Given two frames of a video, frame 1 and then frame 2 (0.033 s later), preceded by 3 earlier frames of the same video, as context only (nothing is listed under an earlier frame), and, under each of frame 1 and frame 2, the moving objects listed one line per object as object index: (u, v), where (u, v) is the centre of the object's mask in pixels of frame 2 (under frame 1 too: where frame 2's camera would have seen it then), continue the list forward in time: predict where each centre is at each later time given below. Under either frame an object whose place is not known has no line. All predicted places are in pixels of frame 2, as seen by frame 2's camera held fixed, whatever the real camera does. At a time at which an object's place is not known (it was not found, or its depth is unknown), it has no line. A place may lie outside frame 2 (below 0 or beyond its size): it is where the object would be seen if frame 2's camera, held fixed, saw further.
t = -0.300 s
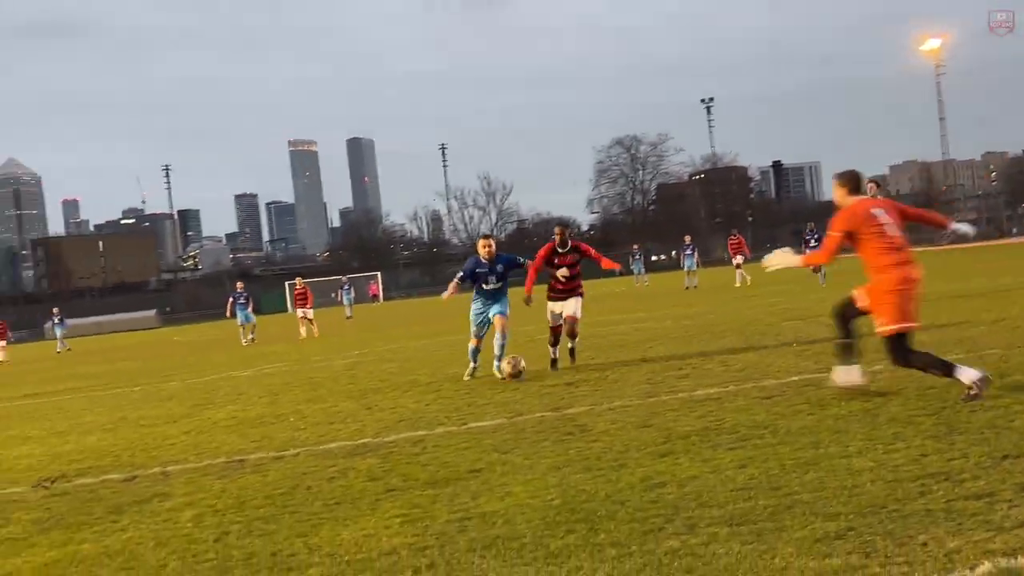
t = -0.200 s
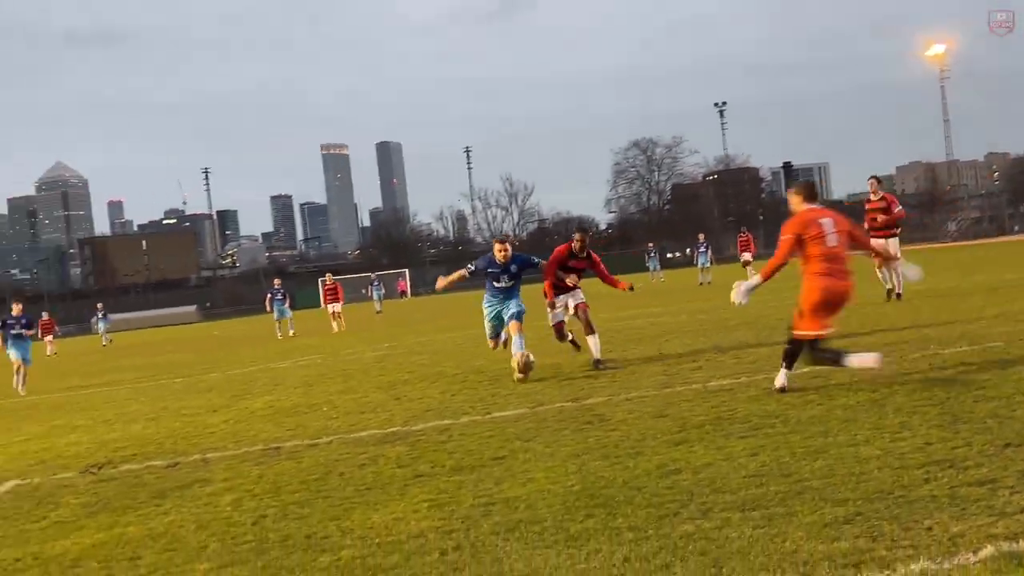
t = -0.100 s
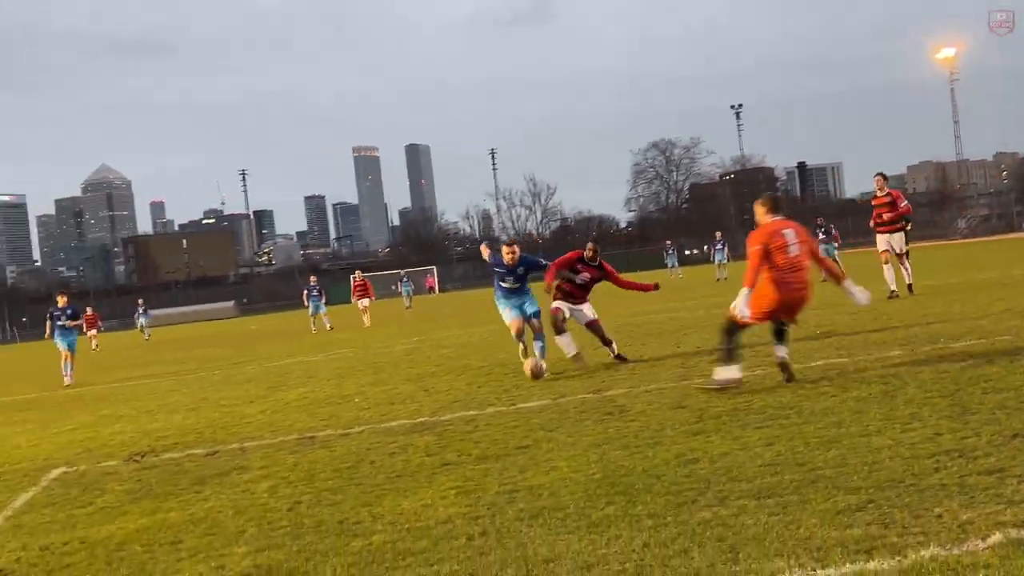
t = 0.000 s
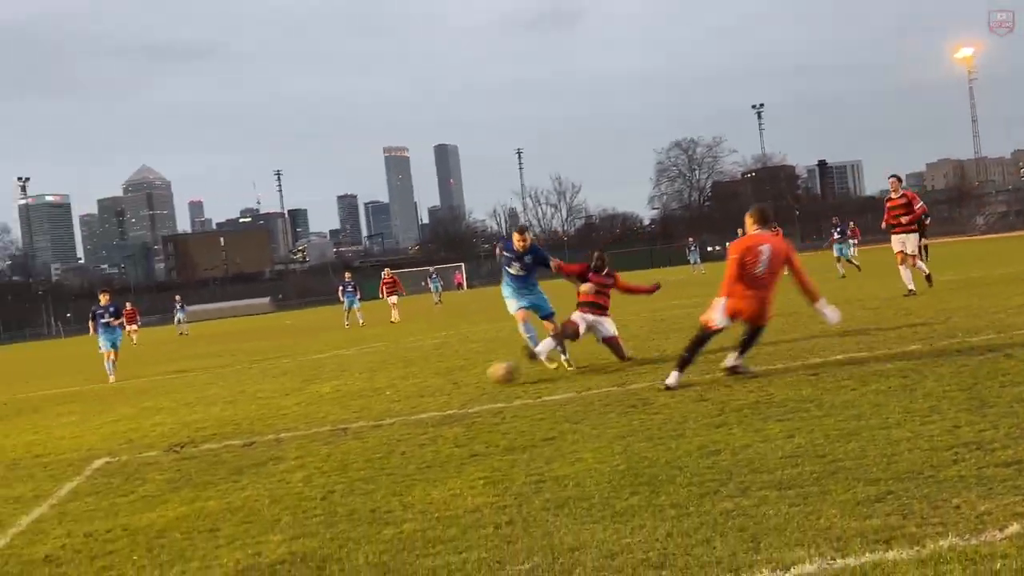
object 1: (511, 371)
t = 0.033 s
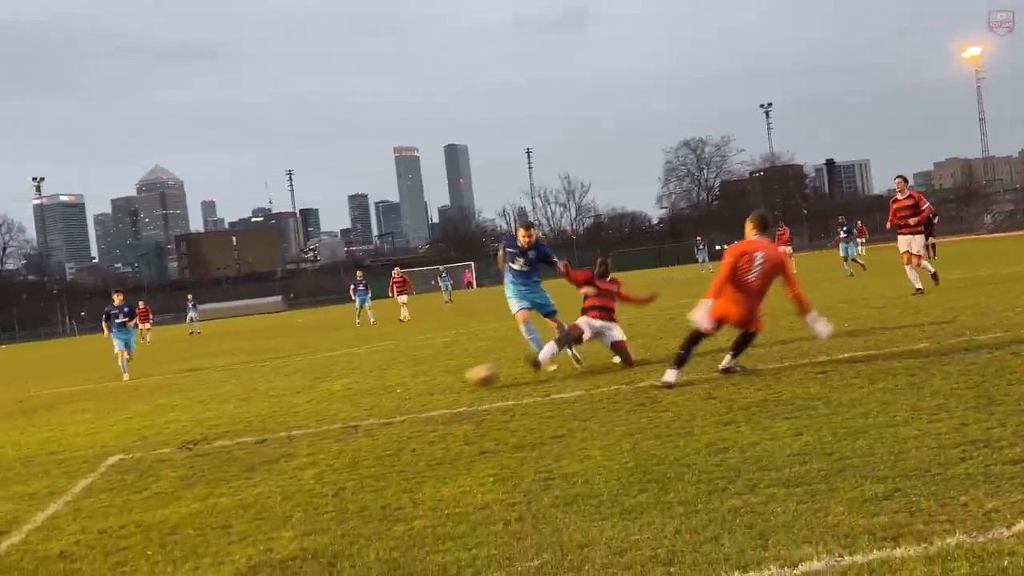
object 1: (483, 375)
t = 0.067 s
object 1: (452, 382)
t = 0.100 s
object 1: (423, 387)
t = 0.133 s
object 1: (395, 391)
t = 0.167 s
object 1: (366, 396)
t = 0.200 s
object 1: (336, 402)
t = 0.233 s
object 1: (307, 408)
